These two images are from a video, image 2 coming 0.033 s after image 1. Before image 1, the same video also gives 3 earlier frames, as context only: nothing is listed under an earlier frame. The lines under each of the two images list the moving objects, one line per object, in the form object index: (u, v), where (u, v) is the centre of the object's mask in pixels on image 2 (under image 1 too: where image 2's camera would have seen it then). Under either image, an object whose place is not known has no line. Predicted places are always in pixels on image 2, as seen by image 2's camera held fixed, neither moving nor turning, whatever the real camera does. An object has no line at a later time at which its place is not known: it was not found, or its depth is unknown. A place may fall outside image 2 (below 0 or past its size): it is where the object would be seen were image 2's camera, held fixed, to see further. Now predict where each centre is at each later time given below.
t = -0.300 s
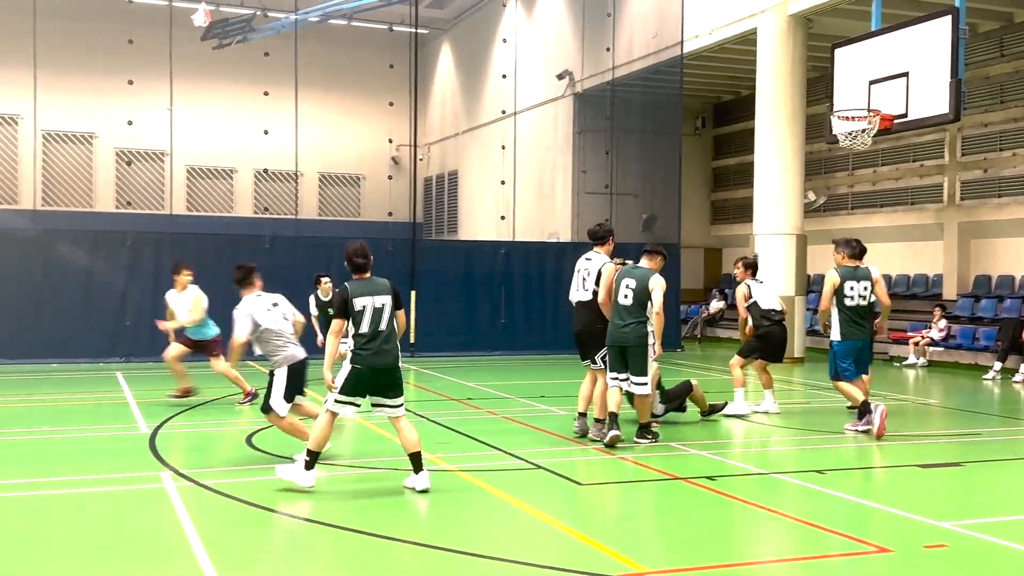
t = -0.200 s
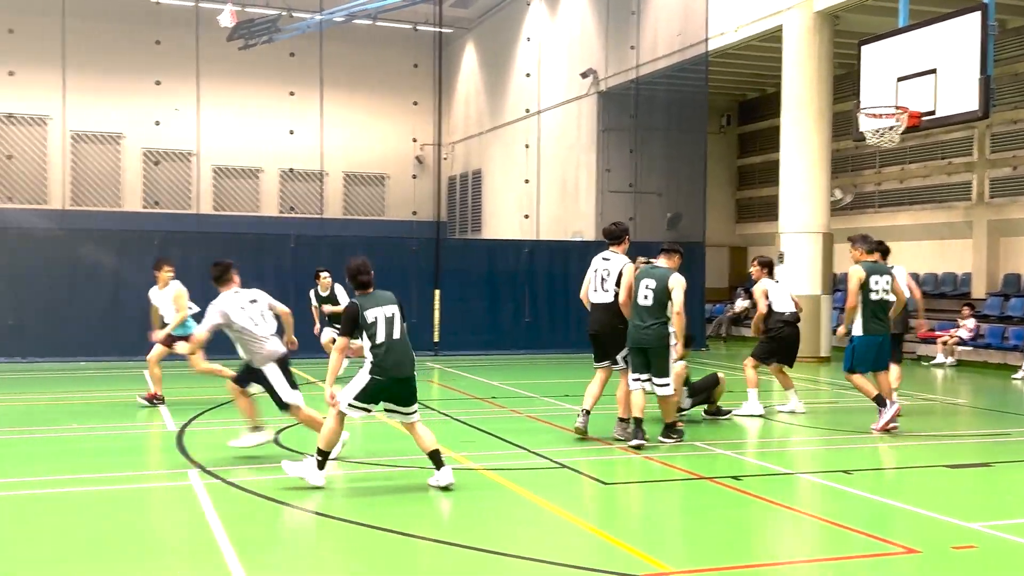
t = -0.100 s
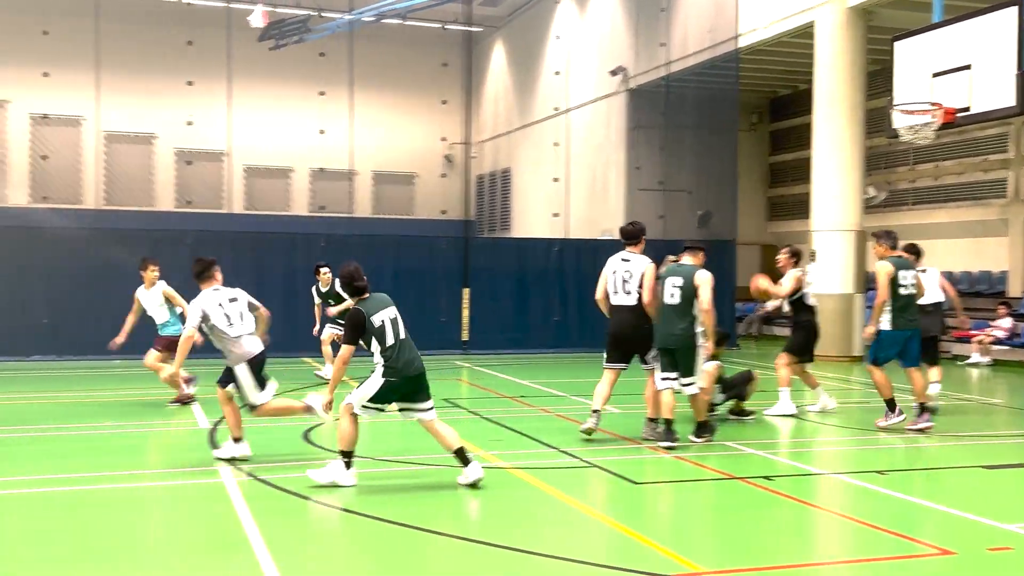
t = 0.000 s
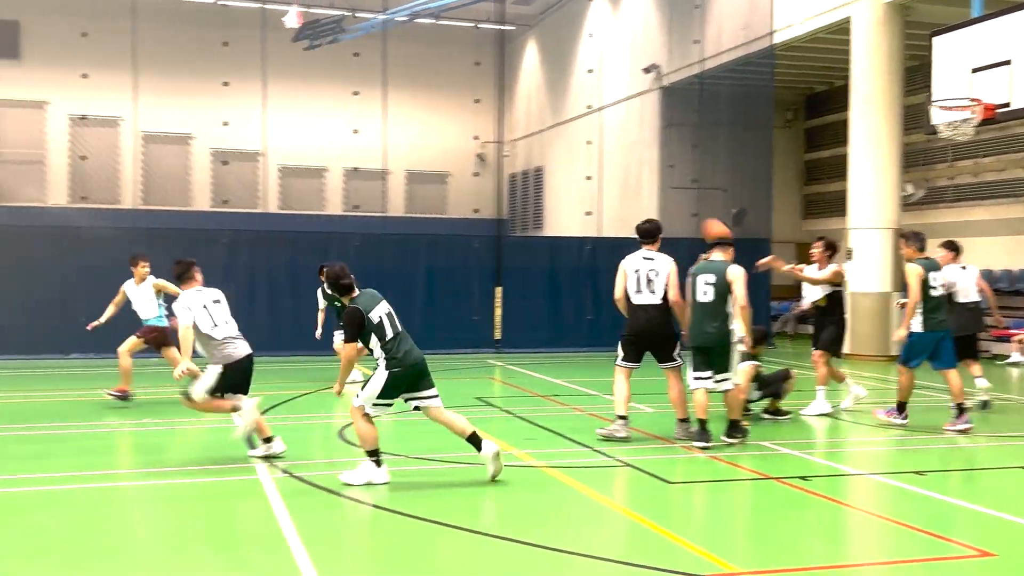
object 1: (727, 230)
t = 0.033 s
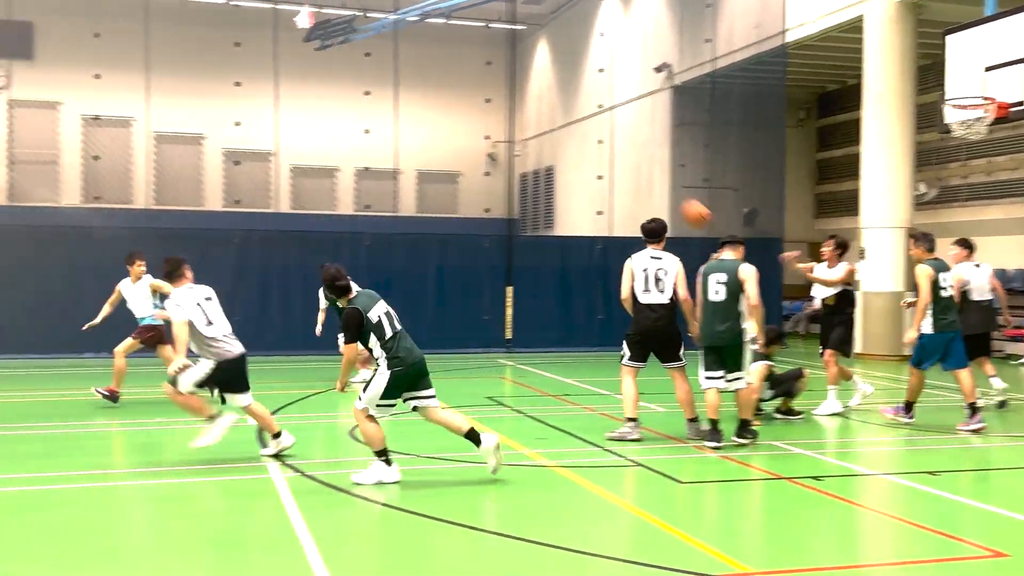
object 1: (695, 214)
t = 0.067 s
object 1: (664, 198)
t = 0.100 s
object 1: (629, 182)
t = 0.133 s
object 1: (596, 166)
